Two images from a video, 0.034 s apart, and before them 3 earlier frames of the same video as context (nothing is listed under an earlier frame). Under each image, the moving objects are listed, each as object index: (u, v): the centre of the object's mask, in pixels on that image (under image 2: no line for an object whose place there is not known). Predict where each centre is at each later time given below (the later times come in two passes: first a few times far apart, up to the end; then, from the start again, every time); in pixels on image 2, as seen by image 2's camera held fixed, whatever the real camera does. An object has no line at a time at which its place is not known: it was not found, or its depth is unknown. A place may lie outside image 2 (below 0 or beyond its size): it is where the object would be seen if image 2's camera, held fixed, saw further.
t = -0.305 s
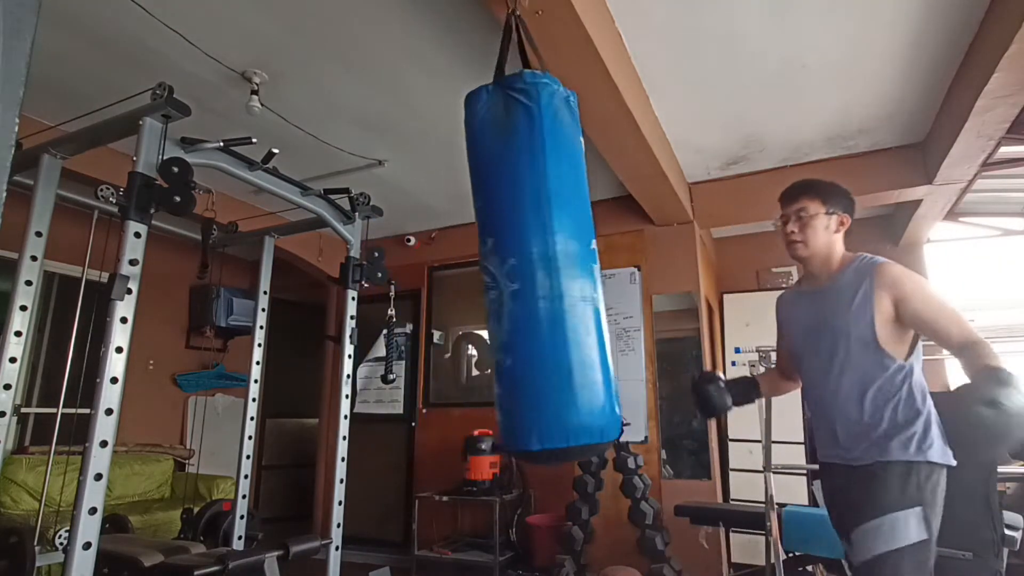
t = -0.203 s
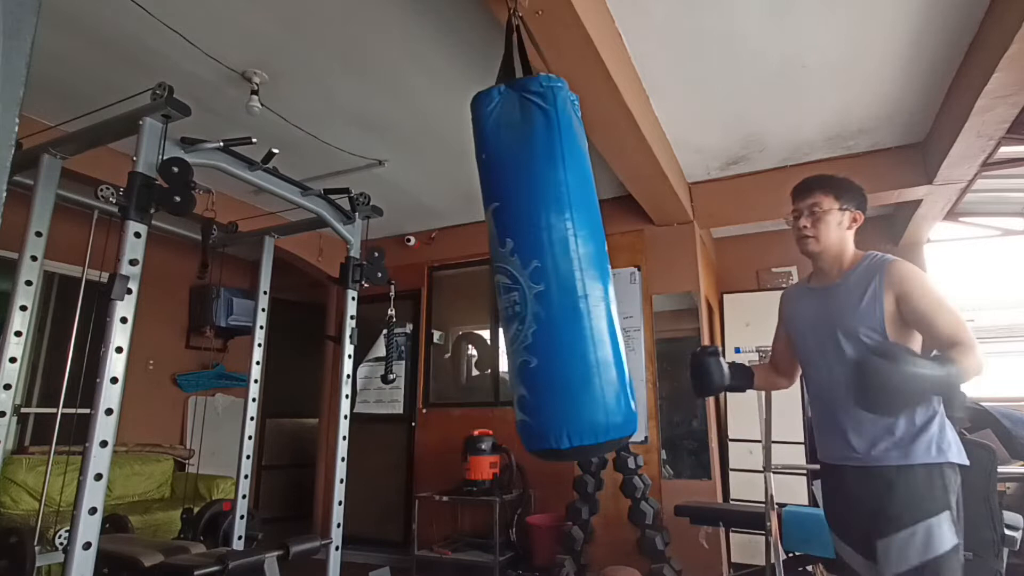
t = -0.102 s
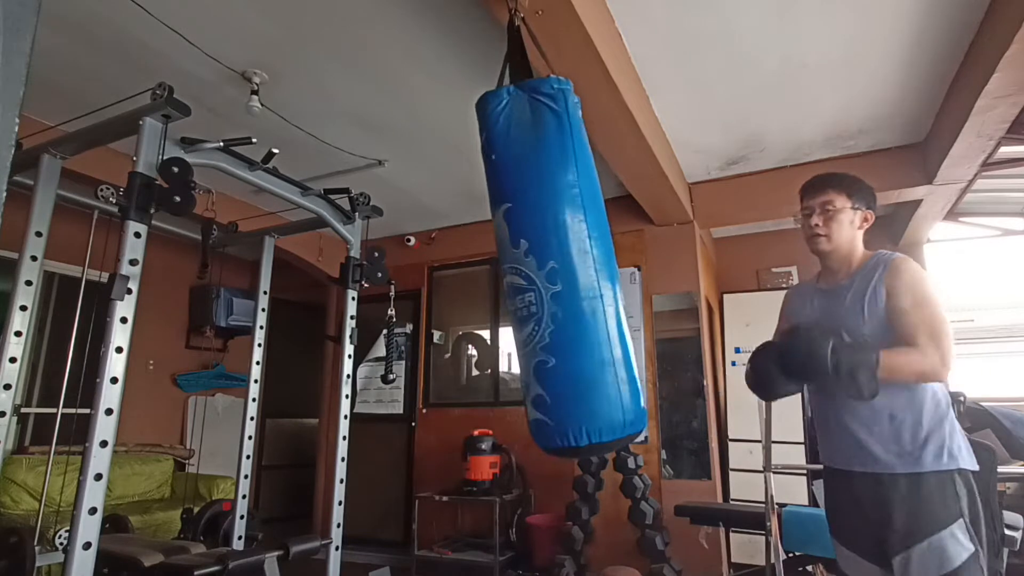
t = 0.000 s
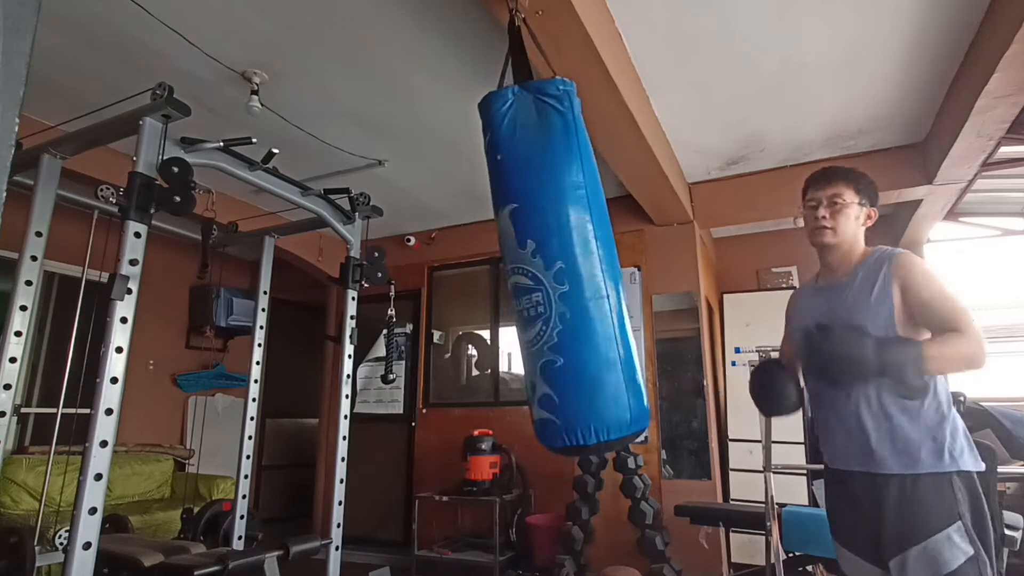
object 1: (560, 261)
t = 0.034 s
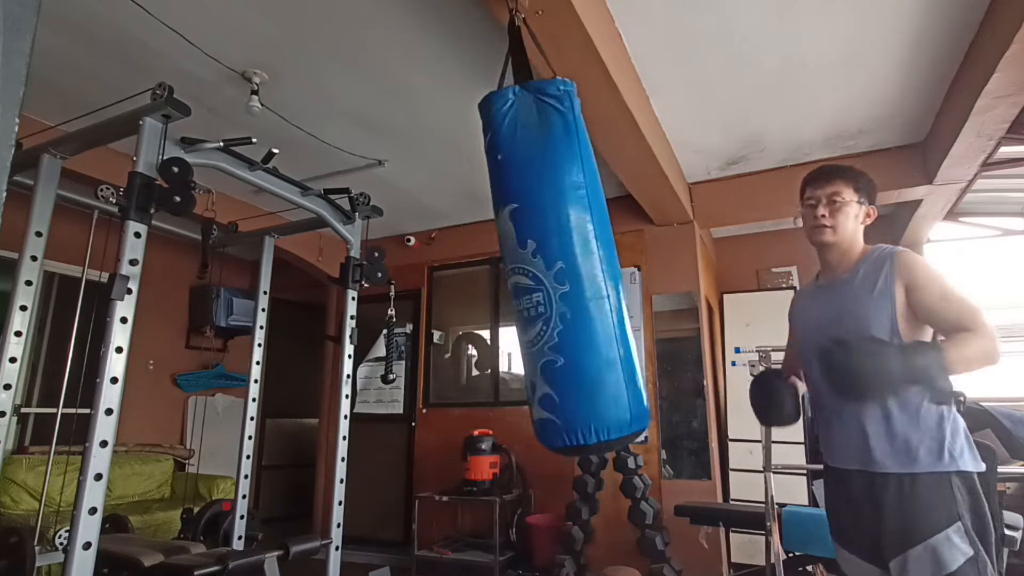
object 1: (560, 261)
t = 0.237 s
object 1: (550, 262)
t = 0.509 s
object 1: (517, 264)
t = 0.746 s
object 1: (481, 261)
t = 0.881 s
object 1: (465, 259)
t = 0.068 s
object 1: (560, 261)
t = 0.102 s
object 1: (559, 261)
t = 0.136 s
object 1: (557, 261)
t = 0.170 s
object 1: (555, 259)
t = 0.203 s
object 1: (552, 262)
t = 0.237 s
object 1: (550, 262)
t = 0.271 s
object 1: (547, 263)
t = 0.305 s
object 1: (544, 263)
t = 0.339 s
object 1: (540, 264)
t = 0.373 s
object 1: (536, 264)
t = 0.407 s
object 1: (531, 264)
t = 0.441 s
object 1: (526, 264)
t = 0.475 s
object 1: (521, 264)
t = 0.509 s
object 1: (517, 264)
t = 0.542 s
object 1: (511, 263)
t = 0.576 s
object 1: (506, 263)
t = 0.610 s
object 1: (501, 263)
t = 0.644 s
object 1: (495, 263)
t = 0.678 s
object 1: (490, 263)
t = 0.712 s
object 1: (485, 262)
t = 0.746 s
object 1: (481, 261)
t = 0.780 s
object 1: (476, 261)
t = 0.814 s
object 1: (472, 260)
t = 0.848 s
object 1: (468, 260)
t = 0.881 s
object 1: (465, 259)
